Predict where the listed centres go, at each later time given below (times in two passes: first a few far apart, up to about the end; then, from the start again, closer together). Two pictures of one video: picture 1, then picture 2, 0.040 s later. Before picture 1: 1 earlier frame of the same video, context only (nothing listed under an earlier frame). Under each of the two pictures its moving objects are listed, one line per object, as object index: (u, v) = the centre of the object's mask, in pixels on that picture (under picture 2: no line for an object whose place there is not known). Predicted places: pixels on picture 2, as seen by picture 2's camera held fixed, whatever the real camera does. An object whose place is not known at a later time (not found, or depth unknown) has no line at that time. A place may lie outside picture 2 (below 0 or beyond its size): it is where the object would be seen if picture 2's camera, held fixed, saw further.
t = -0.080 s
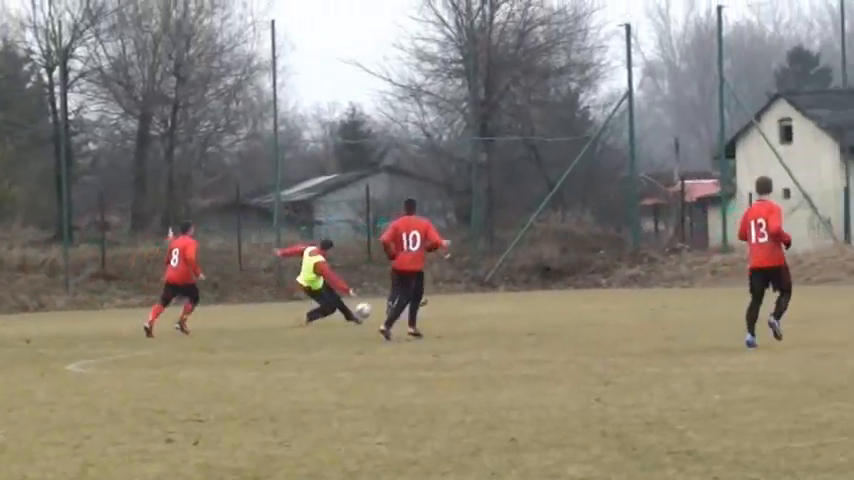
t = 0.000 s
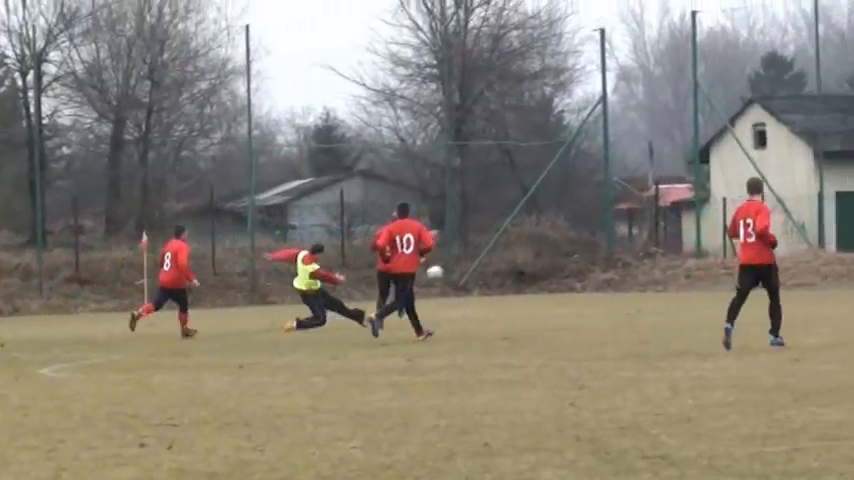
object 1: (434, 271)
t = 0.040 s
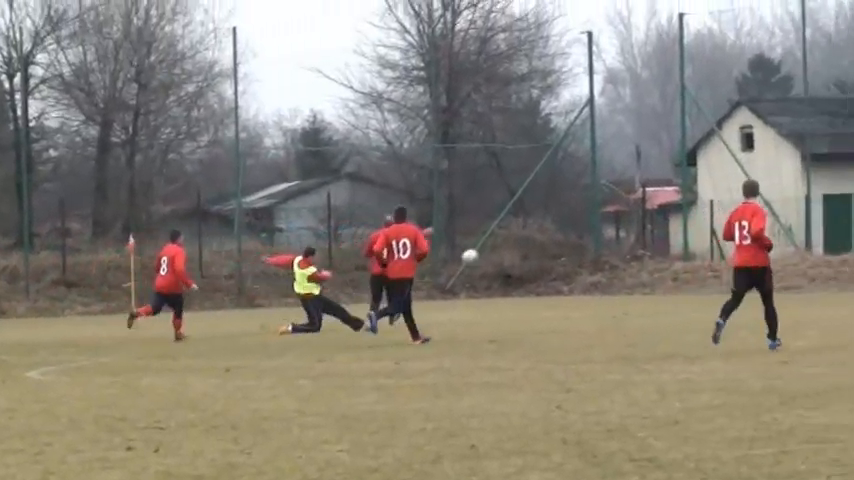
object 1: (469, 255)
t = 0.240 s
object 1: (704, 170)
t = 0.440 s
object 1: (938, 104)
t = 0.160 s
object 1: (611, 202)
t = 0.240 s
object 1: (704, 170)
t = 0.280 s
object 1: (750, 156)
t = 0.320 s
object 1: (796, 141)
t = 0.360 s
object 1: (844, 128)
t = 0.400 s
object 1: (890, 115)
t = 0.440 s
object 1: (938, 104)
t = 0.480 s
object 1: (988, 91)
